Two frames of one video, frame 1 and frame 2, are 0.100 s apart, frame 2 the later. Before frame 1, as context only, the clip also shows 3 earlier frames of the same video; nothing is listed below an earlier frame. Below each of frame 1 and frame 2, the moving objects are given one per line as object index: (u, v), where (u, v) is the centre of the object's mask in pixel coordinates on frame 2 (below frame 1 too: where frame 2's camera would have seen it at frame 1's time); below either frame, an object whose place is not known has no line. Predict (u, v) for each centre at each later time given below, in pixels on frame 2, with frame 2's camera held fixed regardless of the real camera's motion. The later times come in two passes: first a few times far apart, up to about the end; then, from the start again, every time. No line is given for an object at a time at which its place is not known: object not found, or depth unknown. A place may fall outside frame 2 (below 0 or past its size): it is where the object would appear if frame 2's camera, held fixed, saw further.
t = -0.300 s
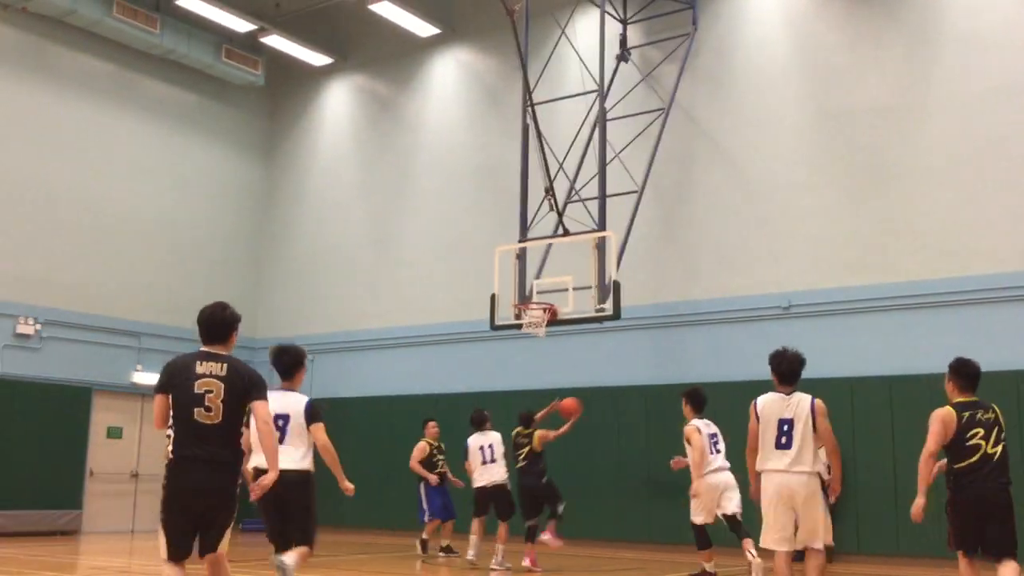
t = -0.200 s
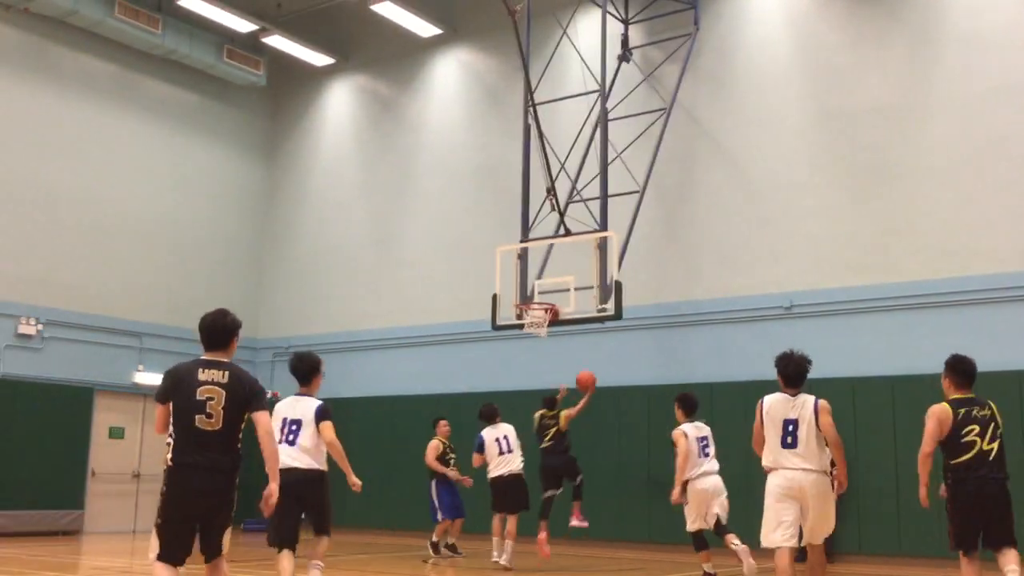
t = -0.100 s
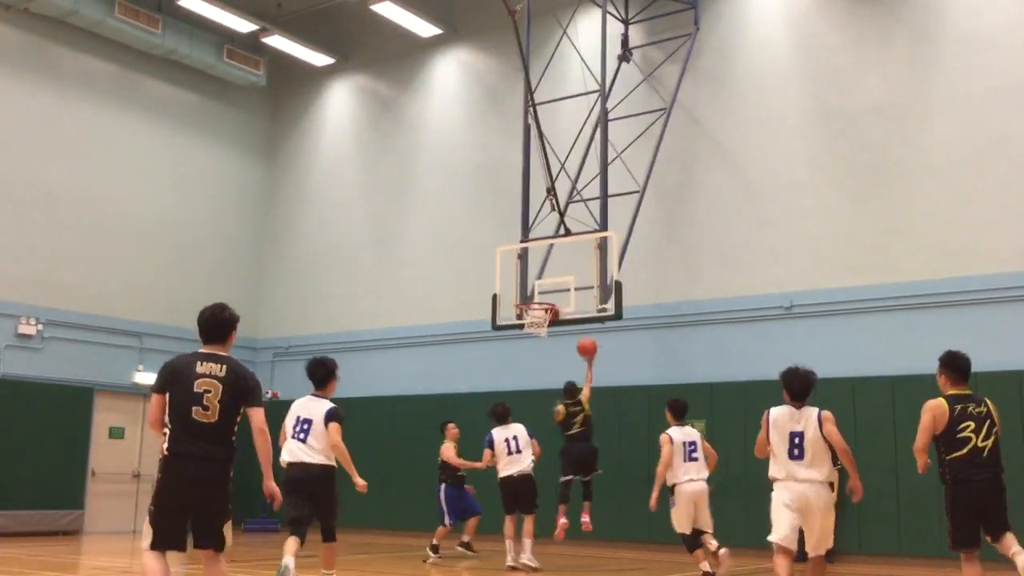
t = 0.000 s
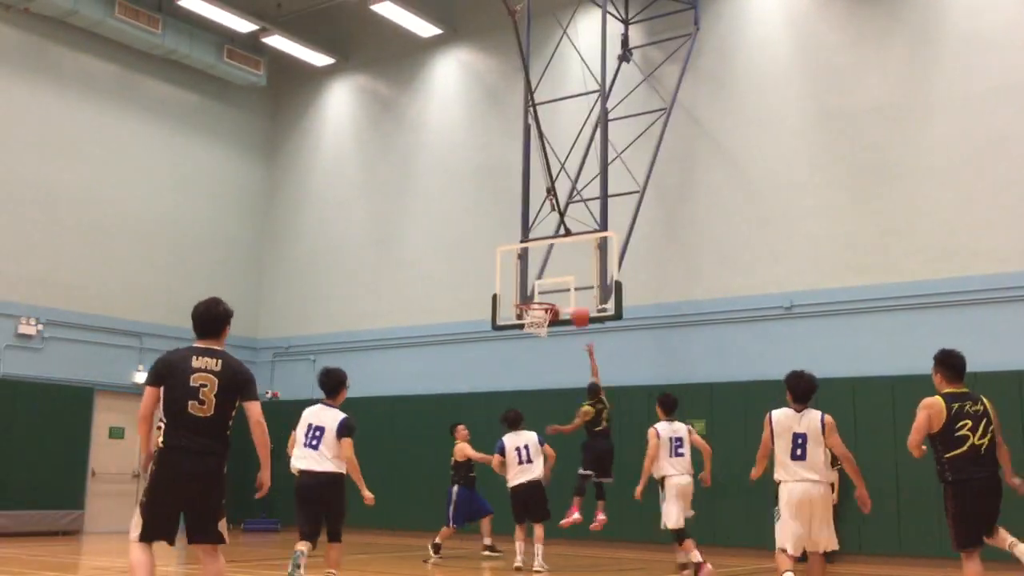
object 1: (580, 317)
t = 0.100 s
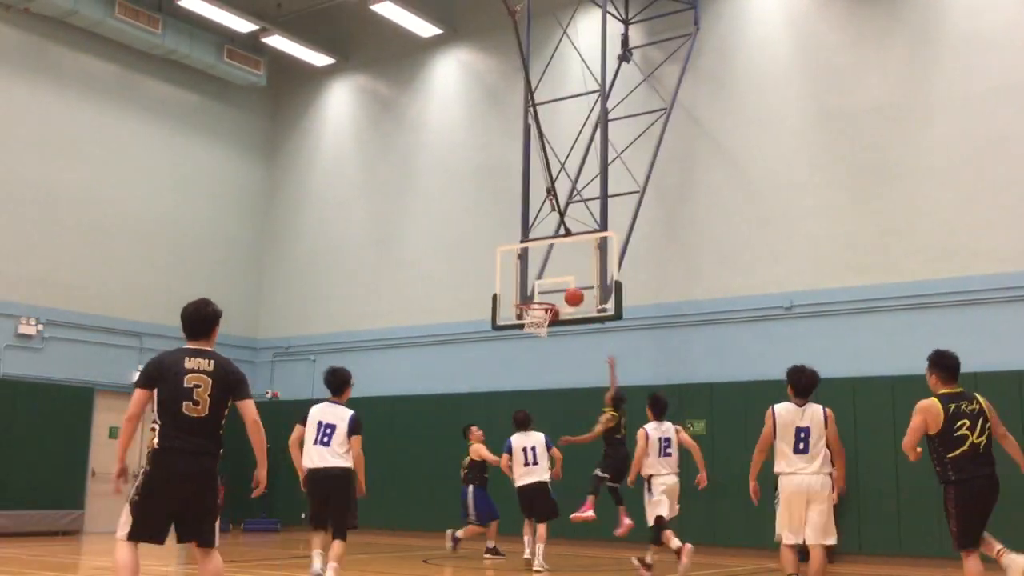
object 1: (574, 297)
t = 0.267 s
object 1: (561, 280)
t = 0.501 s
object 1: (540, 292)
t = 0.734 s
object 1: (524, 333)
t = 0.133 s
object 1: (572, 292)
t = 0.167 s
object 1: (570, 287)
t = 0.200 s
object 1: (567, 284)
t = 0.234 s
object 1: (564, 281)
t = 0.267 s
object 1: (561, 280)
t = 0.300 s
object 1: (558, 279)
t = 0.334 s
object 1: (555, 280)
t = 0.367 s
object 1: (552, 280)
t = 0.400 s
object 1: (548, 283)
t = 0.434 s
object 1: (546, 285)
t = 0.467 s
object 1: (542, 288)
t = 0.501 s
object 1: (540, 292)
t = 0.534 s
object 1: (536, 298)
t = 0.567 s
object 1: (532, 303)
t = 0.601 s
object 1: (529, 313)
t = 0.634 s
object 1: (526, 317)
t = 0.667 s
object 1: (526, 322)
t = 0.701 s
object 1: (525, 329)
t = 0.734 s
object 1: (524, 333)
